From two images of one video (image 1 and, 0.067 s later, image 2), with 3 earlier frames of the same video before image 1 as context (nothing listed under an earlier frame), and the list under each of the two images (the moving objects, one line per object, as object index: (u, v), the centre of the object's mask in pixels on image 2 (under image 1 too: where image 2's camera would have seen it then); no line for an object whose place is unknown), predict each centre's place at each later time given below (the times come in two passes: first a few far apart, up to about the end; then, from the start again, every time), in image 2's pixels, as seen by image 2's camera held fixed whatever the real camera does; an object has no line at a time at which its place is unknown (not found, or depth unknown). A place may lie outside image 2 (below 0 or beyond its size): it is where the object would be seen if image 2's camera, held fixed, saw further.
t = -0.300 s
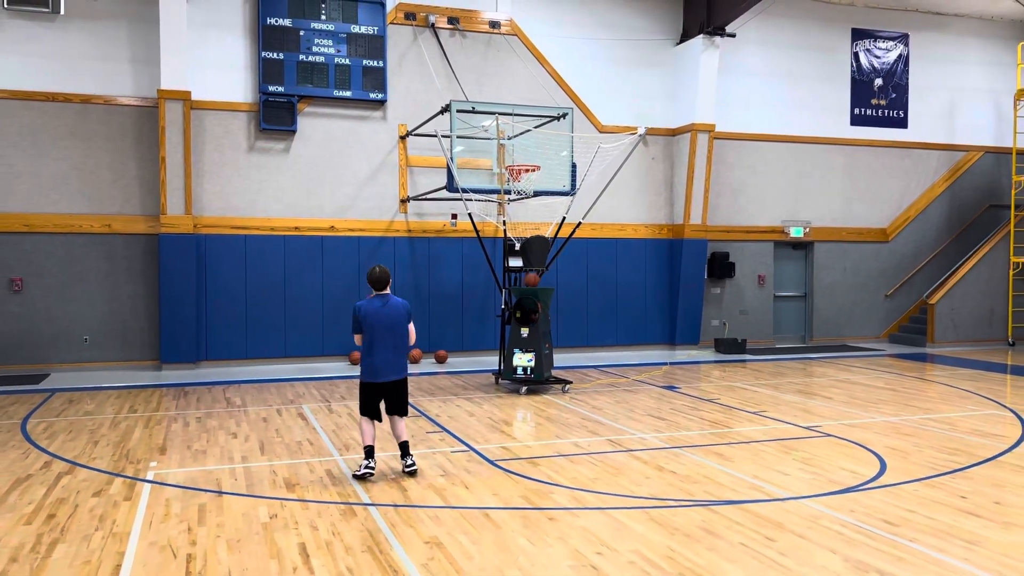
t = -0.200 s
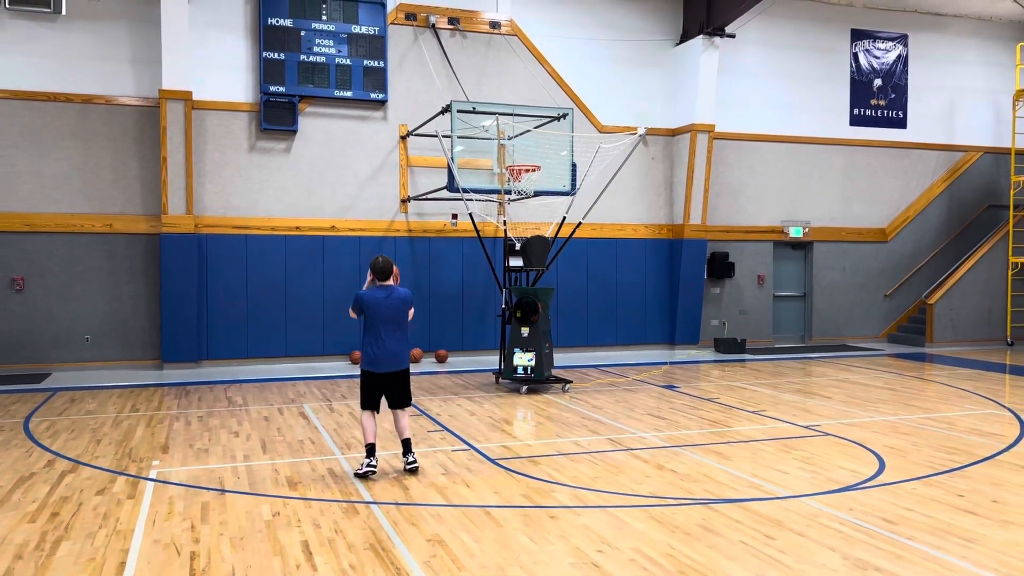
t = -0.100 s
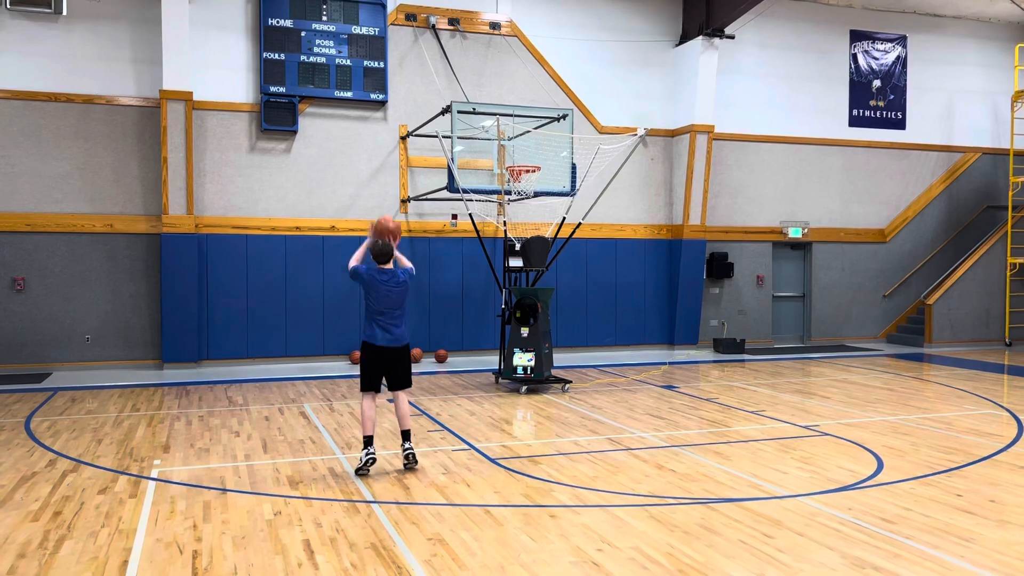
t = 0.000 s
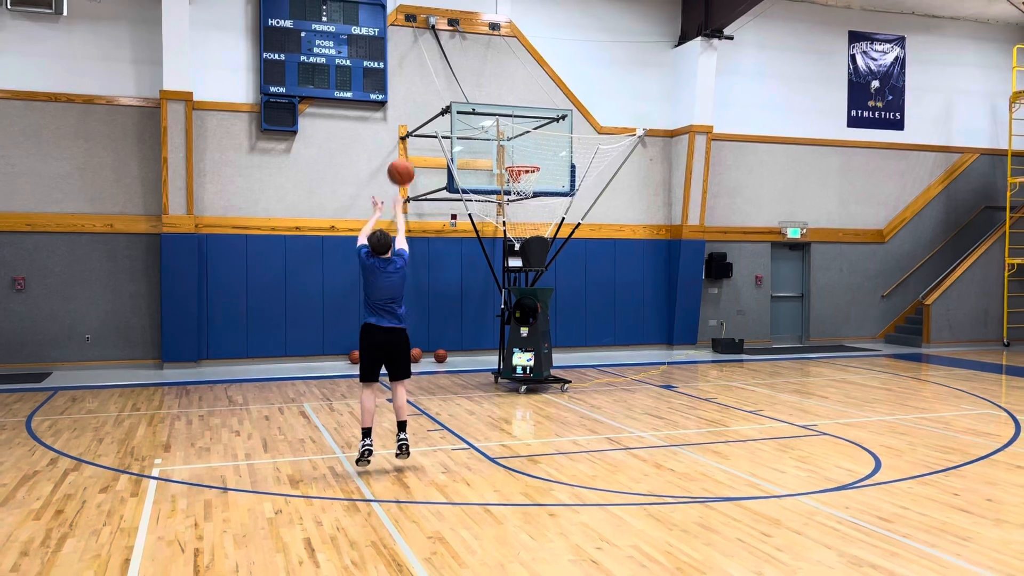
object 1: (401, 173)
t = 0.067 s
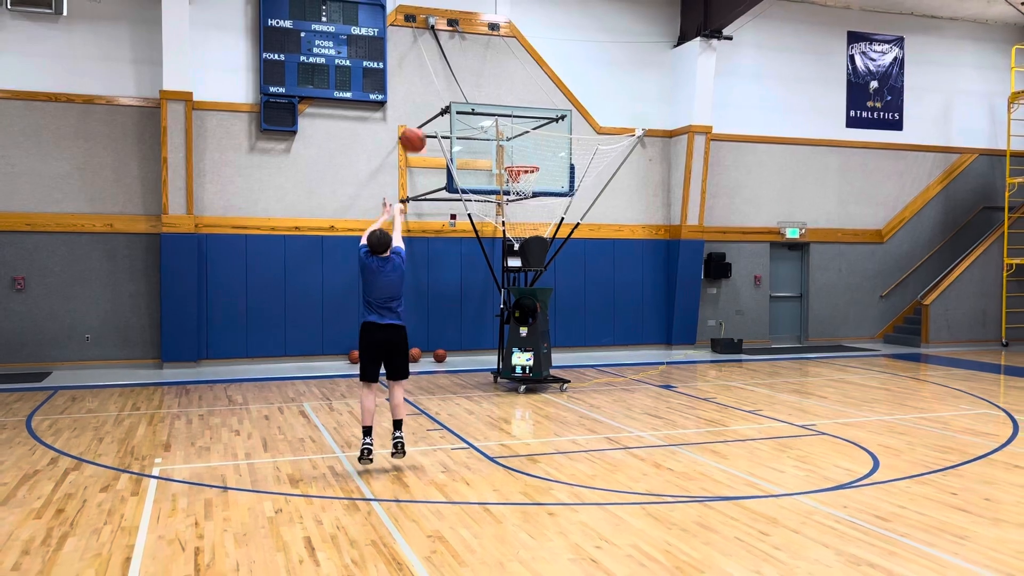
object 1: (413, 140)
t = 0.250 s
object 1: (443, 84)
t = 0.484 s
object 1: (473, 67)
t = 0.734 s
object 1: (499, 99)
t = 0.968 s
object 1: (519, 159)
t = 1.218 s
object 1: (523, 179)
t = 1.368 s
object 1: (522, 191)
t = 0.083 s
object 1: (416, 133)
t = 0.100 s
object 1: (419, 127)
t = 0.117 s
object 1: (421, 120)
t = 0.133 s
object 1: (424, 116)
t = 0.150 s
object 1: (427, 109)
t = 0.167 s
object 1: (430, 104)
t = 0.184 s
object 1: (432, 99)
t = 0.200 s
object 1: (435, 95)
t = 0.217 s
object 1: (438, 91)
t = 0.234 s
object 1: (440, 87)
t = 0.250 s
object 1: (443, 84)
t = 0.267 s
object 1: (445, 81)
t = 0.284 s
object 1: (447, 78)
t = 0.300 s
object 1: (450, 76)
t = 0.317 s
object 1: (452, 74)
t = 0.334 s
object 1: (455, 72)
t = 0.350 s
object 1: (457, 70)
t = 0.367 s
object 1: (459, 69)
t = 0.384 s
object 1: (461, 68)
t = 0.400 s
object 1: (463, 67)
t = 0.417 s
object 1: (465, 66)
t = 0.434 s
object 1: (467, 66)
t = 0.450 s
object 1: (469, 66)
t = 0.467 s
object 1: (471, 67)
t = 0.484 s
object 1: (473, 67)
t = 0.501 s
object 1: (475, 68)
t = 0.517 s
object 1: (477, 69)
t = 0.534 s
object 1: (479, 70)
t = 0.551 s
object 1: (481, 71)
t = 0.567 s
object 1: (483, 73)
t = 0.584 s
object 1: (484, 75)
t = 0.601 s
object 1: (486, 76)
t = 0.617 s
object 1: (488, 79)
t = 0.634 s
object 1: (490, 81)
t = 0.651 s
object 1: (491, 84)
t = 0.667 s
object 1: (493, 86)
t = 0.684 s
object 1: (495, 89)
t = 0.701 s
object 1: (496, 92)
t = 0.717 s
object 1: (498, 96)
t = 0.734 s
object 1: (499, 99)
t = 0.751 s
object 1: (501, 102)
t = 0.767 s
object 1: (503, 106)
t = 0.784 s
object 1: (504, 110)
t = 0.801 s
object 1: (506, 114)
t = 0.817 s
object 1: (508, 117)
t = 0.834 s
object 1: (509, 122)
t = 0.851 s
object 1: (510, 126)
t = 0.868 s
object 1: (511, 132)
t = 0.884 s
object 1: (513, 136)
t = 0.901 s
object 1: (514, 141)
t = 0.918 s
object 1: (516, 145)
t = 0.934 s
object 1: (516, 151)
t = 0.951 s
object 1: (518, 156)
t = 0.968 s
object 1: (519, 159)
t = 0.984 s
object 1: (521, 164)
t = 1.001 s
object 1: (524, 169)
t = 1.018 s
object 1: (521, 174)
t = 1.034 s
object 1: (524, 176)
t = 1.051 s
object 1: (523, 180)
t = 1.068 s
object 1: (524, 181)
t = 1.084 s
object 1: (525, 181)
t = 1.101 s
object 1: (524, 179)
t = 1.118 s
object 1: (524, 178)
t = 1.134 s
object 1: (524, 176)
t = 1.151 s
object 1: (524, 176)
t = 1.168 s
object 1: (525, 177)
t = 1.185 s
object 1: (524, 178)
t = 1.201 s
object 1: (523, 178)
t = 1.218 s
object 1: (523, 179)
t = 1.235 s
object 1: (523, 179)
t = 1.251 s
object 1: (523, 180)
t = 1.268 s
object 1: (522, 181)
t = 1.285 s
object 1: (522, 183)
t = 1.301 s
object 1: (522, 184)
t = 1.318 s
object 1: (522, 186)
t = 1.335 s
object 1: (522, 188)
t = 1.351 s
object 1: (522, 189)
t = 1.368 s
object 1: (522, 191)
